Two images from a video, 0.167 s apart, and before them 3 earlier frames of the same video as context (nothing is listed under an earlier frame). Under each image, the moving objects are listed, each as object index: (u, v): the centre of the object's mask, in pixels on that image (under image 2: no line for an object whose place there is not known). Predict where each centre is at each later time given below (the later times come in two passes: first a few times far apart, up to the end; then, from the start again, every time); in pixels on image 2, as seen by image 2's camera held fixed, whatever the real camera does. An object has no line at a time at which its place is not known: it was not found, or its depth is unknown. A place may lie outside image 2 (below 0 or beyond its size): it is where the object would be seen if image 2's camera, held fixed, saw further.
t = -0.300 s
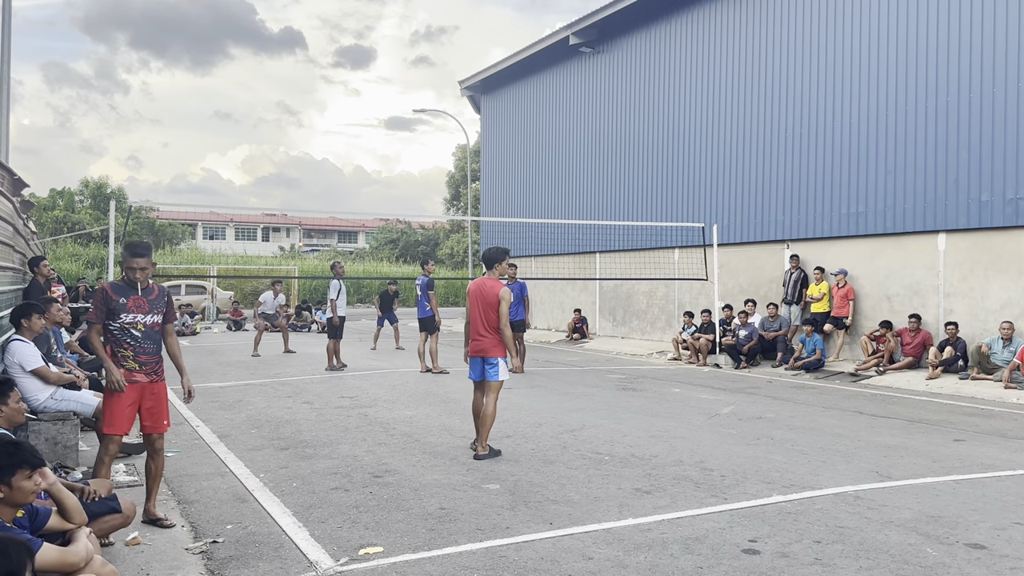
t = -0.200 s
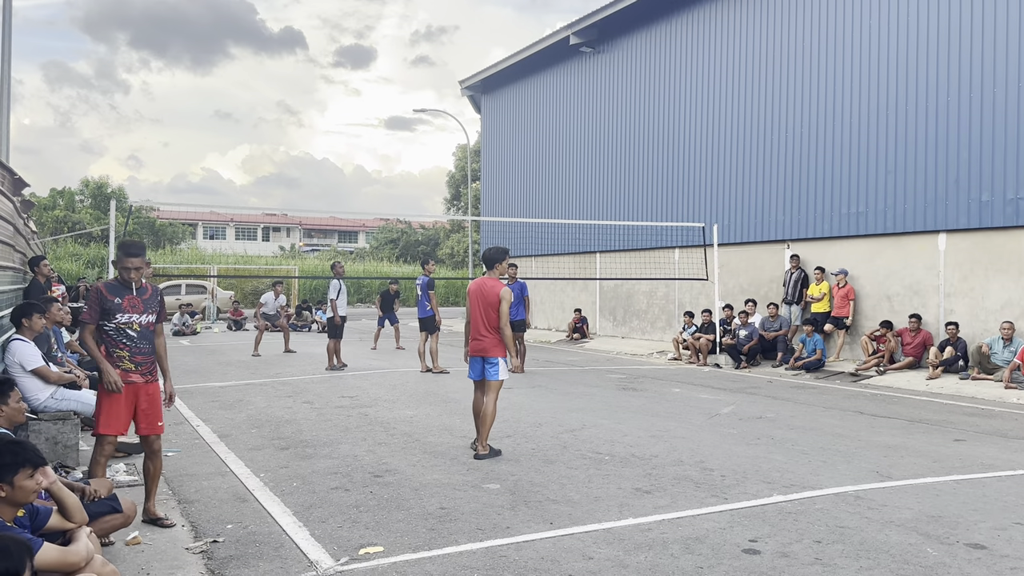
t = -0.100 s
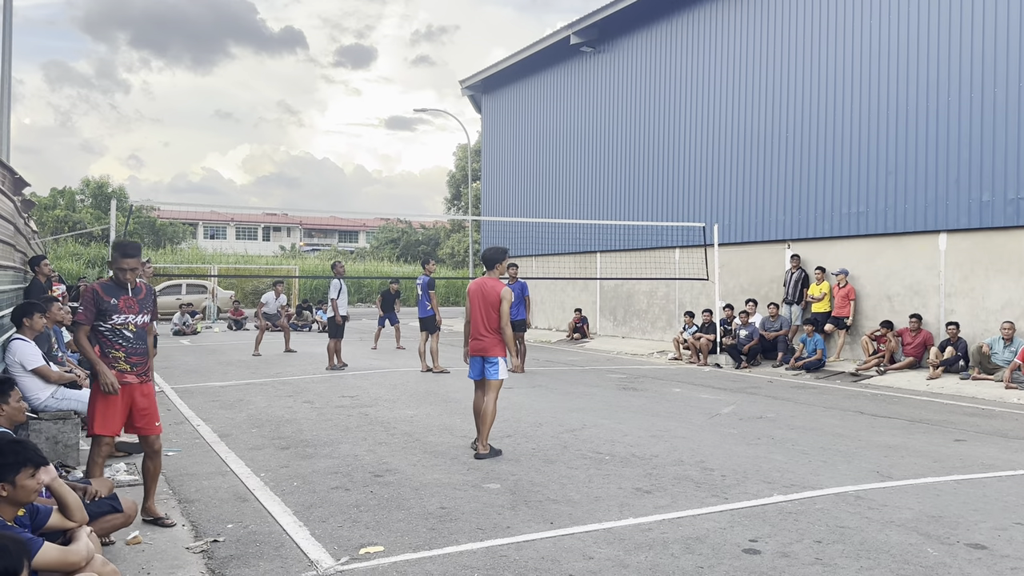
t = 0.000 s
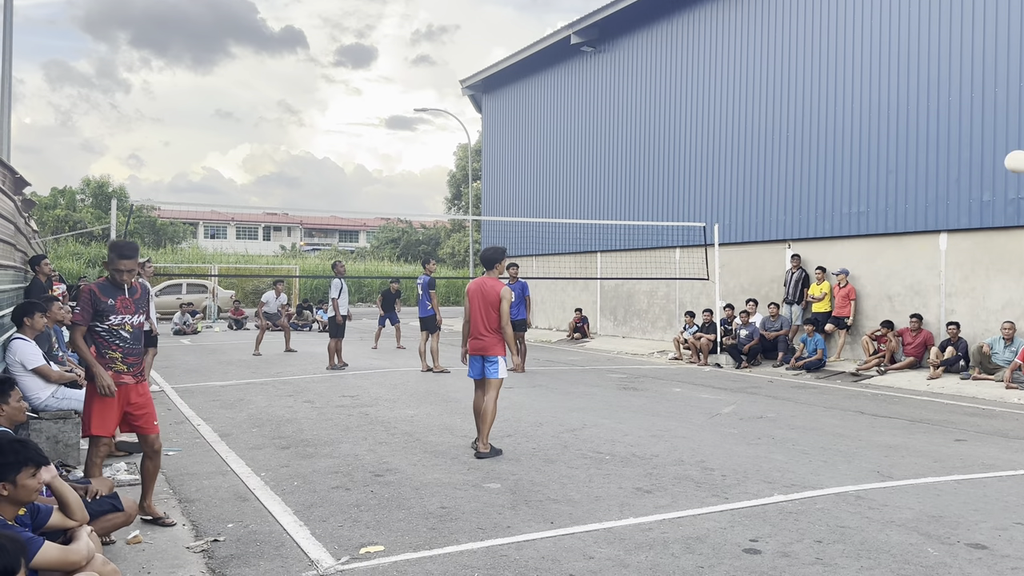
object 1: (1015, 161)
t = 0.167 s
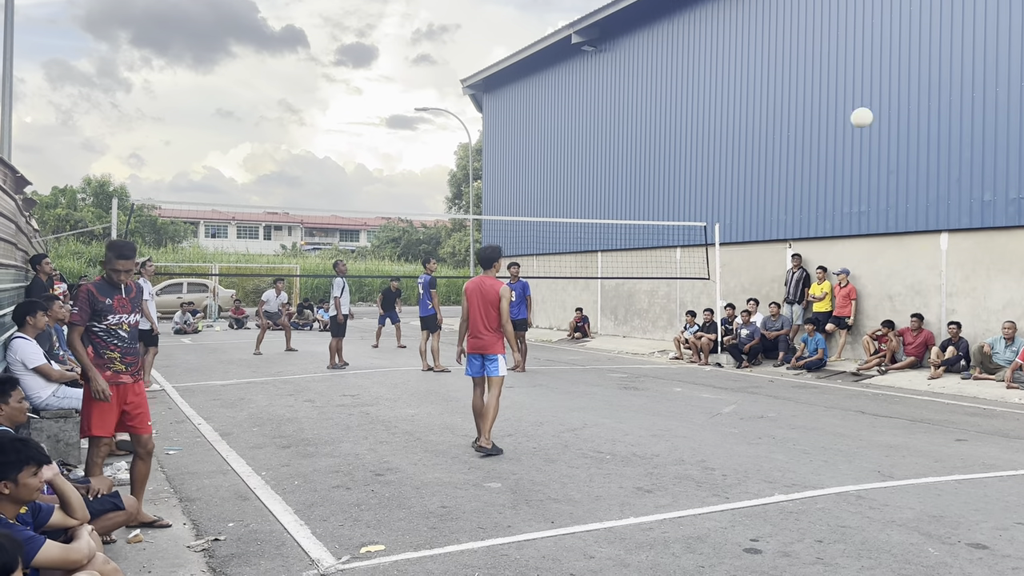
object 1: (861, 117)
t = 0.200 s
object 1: (835, 113)
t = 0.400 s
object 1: (701, 107)
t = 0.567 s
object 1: (616, 125)
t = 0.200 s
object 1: (835, 113)
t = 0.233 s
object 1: (810, 109)
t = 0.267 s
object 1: (786, 107)
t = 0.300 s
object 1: (763, 105)
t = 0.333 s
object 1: (742, 105)
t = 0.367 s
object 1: (721, 106)
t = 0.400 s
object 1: (701, 107)
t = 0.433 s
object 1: (683, 110)
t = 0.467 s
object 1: (665, 112)
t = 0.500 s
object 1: (648, 116)
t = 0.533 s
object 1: (631, 120)
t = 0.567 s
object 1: (616, 125)
